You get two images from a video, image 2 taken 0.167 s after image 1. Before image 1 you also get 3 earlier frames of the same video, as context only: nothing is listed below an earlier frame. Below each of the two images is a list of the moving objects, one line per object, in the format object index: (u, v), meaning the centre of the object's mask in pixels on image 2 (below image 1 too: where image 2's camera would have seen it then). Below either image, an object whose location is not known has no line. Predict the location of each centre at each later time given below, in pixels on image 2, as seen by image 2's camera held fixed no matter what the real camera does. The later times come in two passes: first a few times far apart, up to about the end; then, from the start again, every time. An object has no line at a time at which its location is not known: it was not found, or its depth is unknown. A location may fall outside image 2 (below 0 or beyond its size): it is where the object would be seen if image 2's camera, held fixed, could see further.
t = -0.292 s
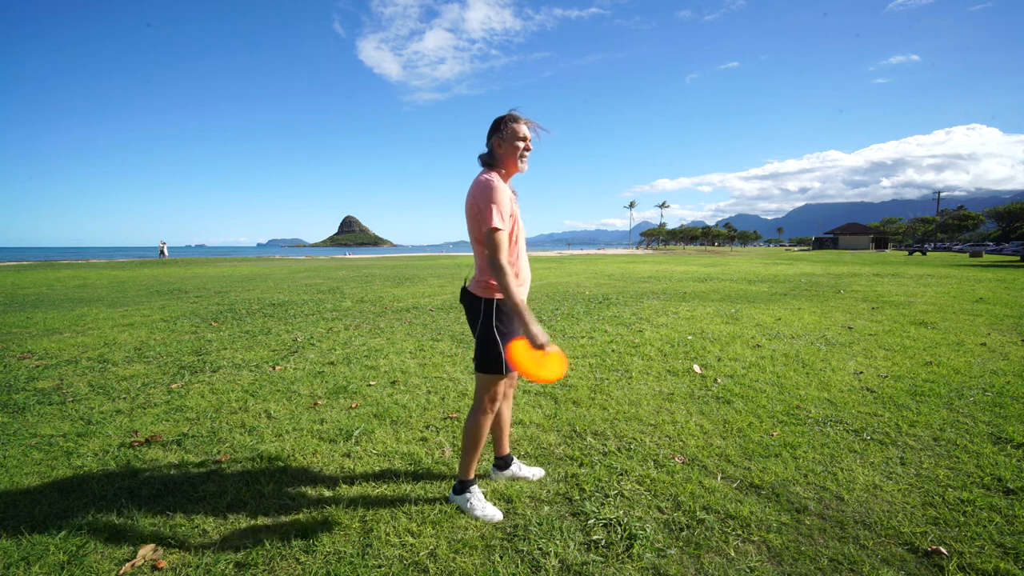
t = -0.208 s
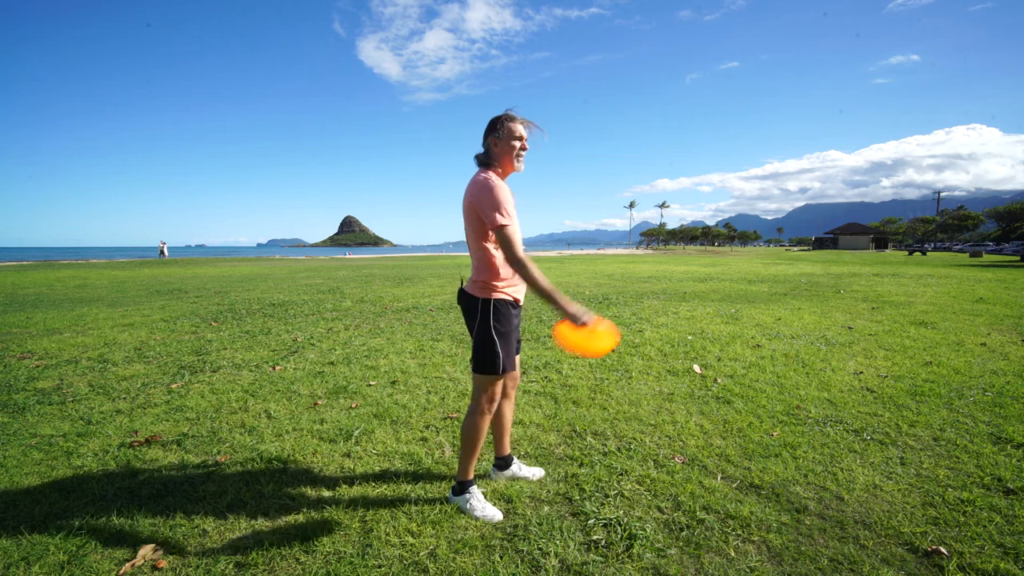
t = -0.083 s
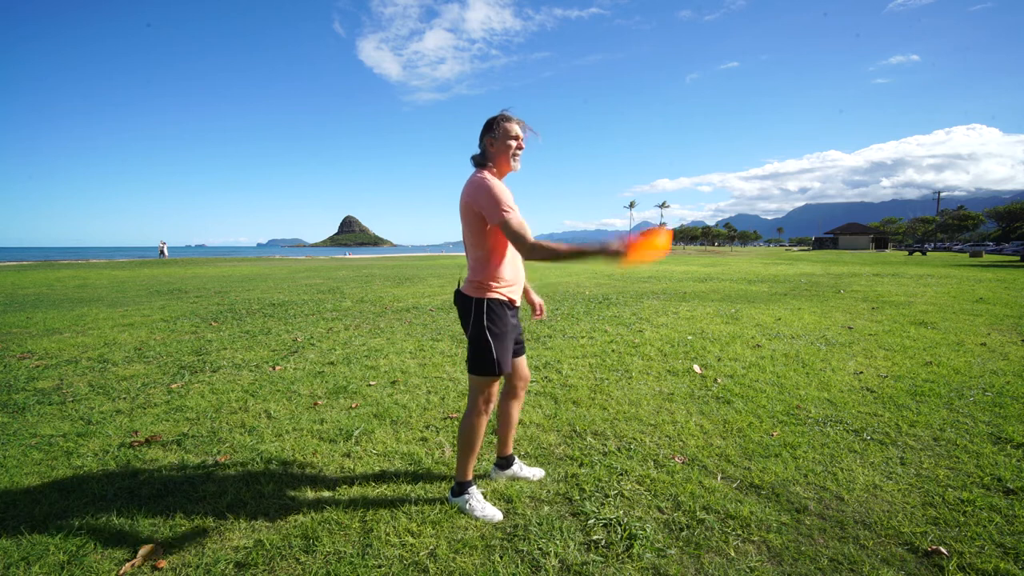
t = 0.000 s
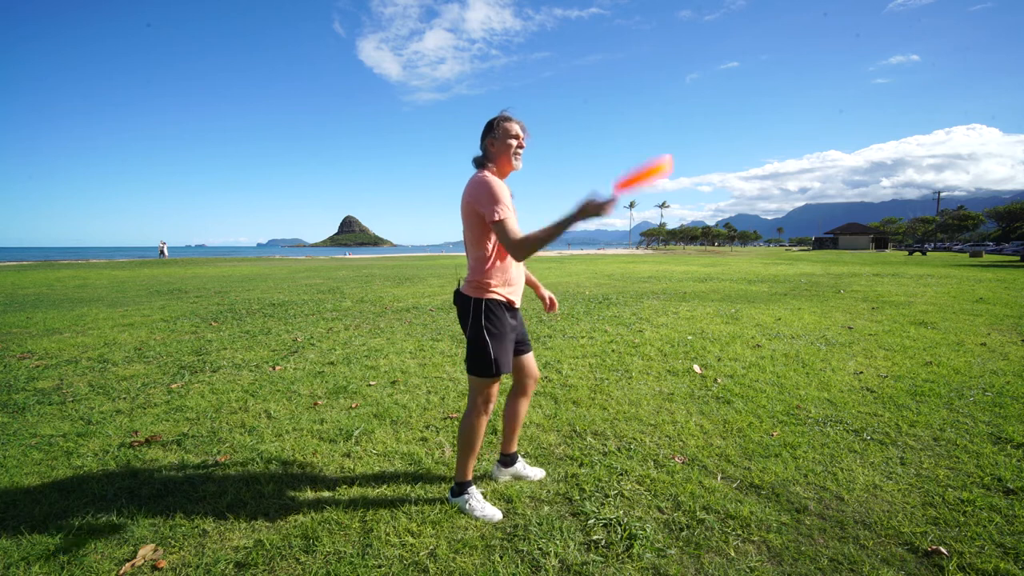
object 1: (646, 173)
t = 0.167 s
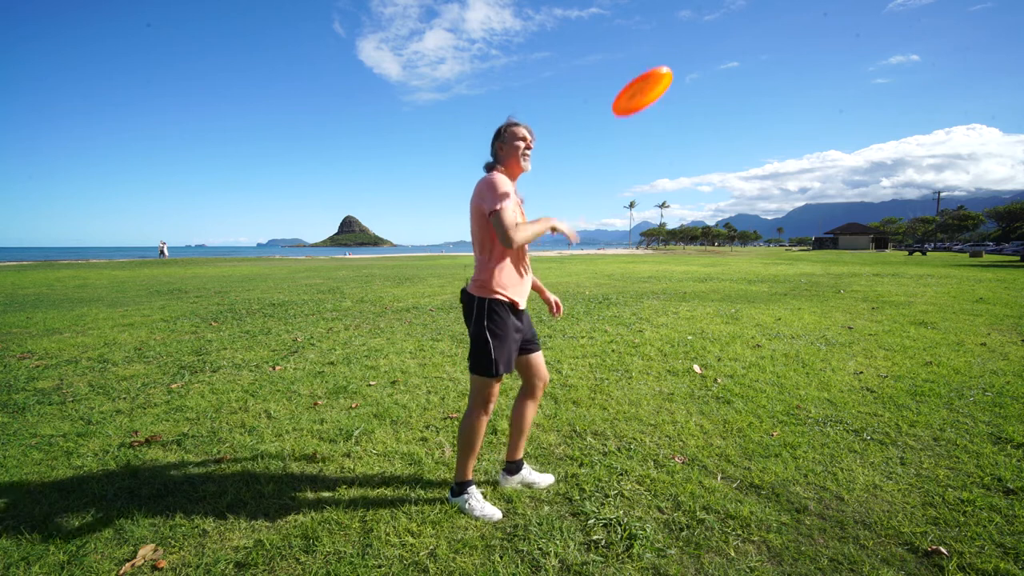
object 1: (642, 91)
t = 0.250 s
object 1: (645, 77)
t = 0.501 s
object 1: (655, 139)
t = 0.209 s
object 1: (643, 82)
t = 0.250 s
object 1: (645, 77)
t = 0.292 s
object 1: (646, 77)
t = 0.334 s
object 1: (647, 81)
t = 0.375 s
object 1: (649, 89)
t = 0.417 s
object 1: (651, 102)
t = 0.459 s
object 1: (654, 118)
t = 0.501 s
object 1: (655, 139)
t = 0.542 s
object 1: (656, 164)
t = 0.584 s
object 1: (657, 192)
